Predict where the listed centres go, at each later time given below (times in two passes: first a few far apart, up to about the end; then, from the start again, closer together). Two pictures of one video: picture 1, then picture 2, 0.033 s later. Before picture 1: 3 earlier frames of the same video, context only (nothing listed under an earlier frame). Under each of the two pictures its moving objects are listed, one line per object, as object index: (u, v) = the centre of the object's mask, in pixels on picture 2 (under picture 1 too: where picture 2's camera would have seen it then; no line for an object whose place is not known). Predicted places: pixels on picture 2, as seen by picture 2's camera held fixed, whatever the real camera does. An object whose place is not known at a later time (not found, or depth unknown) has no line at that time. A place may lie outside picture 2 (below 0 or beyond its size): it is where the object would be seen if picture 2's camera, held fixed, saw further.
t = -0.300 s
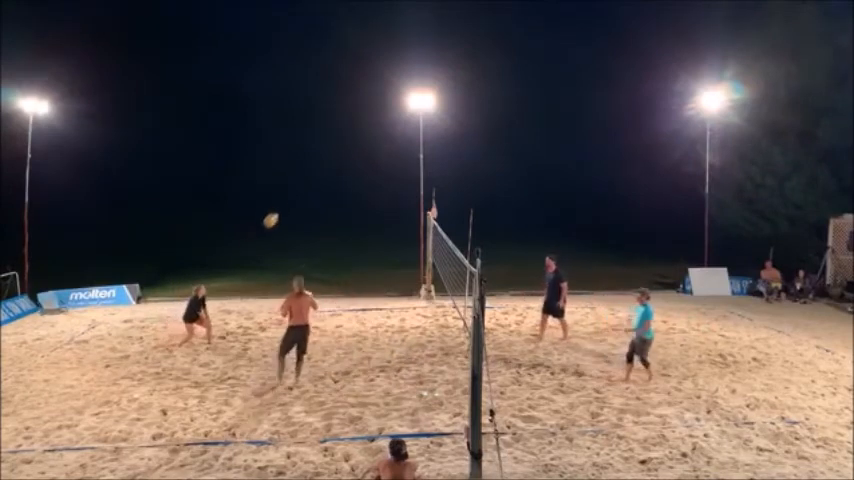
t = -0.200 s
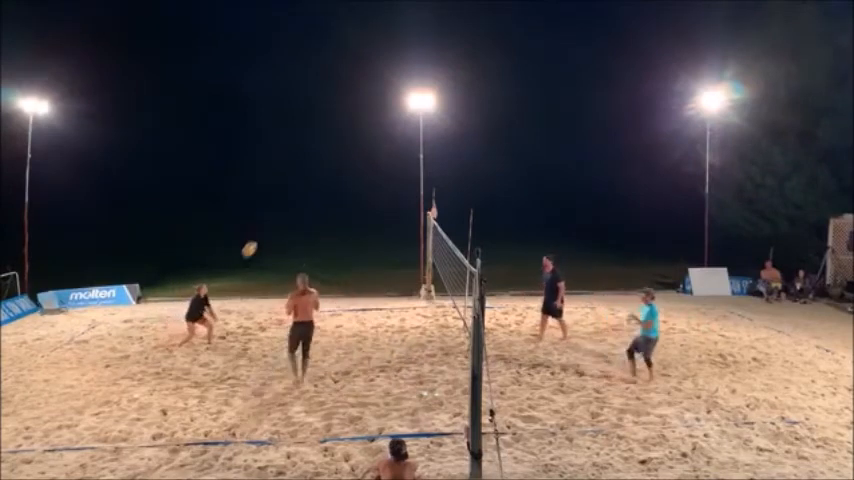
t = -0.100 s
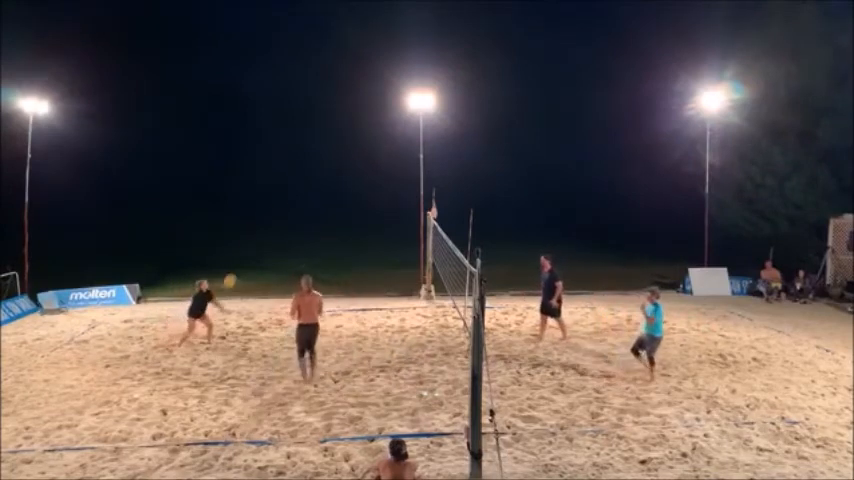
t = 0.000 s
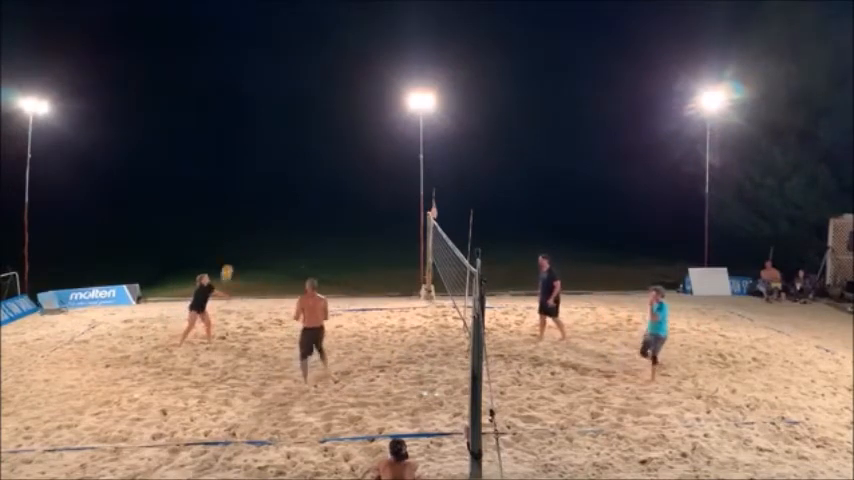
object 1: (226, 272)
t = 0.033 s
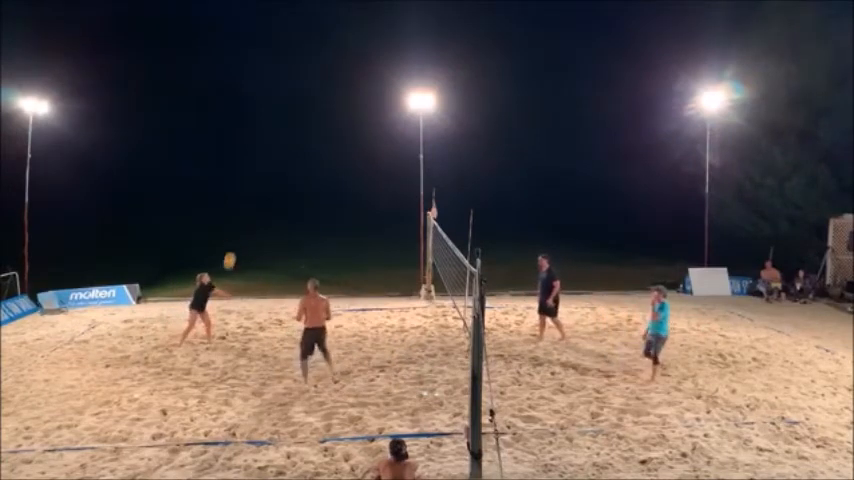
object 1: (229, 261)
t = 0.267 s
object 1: (248, 189)
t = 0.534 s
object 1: (270, 137)
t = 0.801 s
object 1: (293, 120)
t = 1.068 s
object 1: (317, 138)
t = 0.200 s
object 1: (243, 207)
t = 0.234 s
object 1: (245, 197)
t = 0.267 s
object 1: (248, 189)
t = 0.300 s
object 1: (251, 180)
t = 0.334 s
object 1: (254, 172)
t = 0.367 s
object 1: (256, 165)
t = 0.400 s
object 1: (259, 158)
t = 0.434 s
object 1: (262, 152)
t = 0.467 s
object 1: (265, 147)
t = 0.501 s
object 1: (268, 142)
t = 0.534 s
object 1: (270, 137)
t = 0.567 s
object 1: (273, 133)
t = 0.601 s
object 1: (276, 130)
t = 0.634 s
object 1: (279, 127)
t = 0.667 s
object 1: (282, 124)
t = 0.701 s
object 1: (284, 123)
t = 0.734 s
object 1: (287, 121)
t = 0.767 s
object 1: (290, 120)
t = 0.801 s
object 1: (293, 120)
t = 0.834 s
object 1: (296, 120)
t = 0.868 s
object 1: (299, 121)
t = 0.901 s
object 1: (302, 123)
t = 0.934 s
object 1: (305, 125)
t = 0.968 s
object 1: (307, 127)
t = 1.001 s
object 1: (311, 131)
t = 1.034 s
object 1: (313, 134)
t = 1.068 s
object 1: (317, 138)
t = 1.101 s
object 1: (319, 143)
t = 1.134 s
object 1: (322, 148)
